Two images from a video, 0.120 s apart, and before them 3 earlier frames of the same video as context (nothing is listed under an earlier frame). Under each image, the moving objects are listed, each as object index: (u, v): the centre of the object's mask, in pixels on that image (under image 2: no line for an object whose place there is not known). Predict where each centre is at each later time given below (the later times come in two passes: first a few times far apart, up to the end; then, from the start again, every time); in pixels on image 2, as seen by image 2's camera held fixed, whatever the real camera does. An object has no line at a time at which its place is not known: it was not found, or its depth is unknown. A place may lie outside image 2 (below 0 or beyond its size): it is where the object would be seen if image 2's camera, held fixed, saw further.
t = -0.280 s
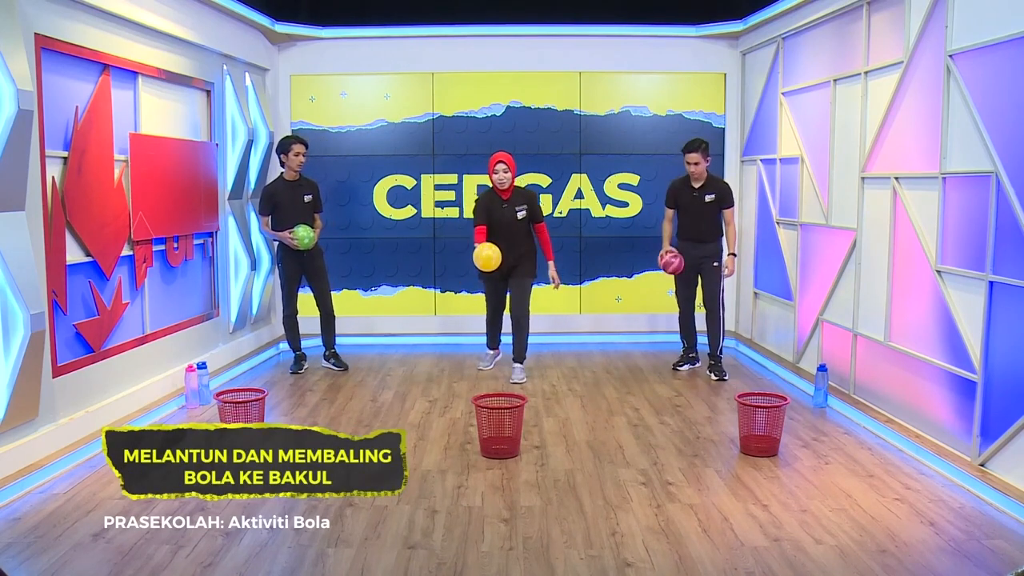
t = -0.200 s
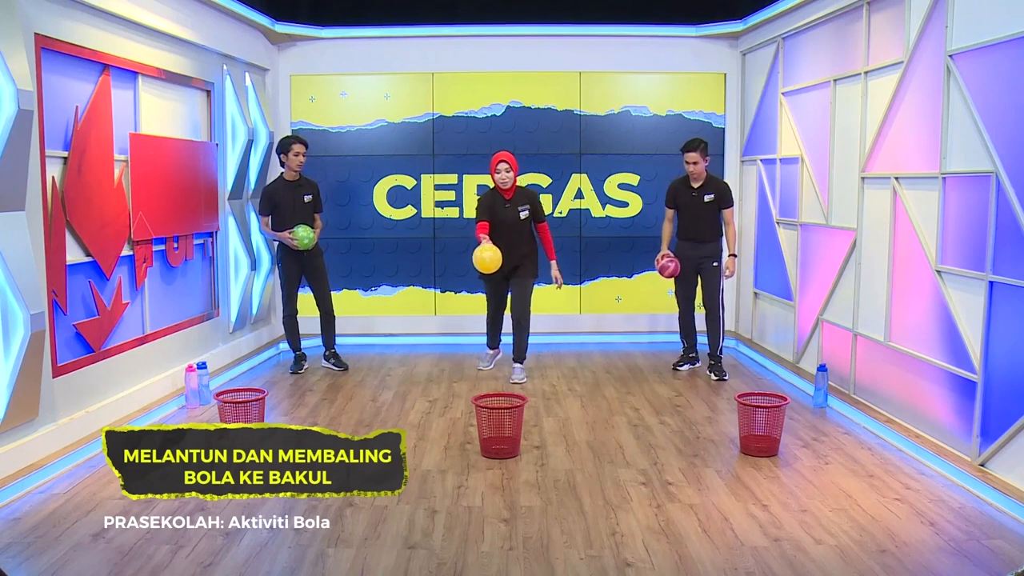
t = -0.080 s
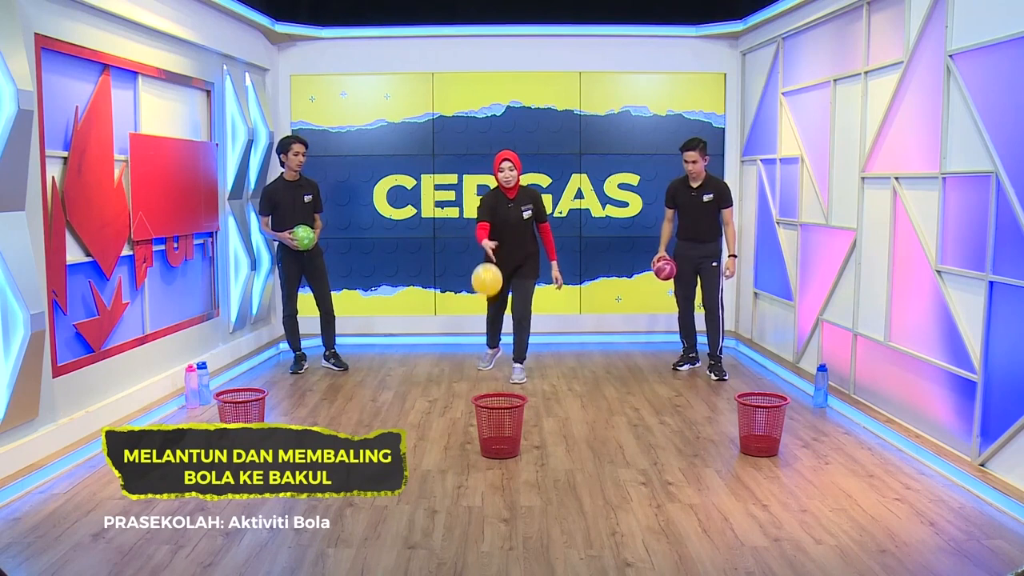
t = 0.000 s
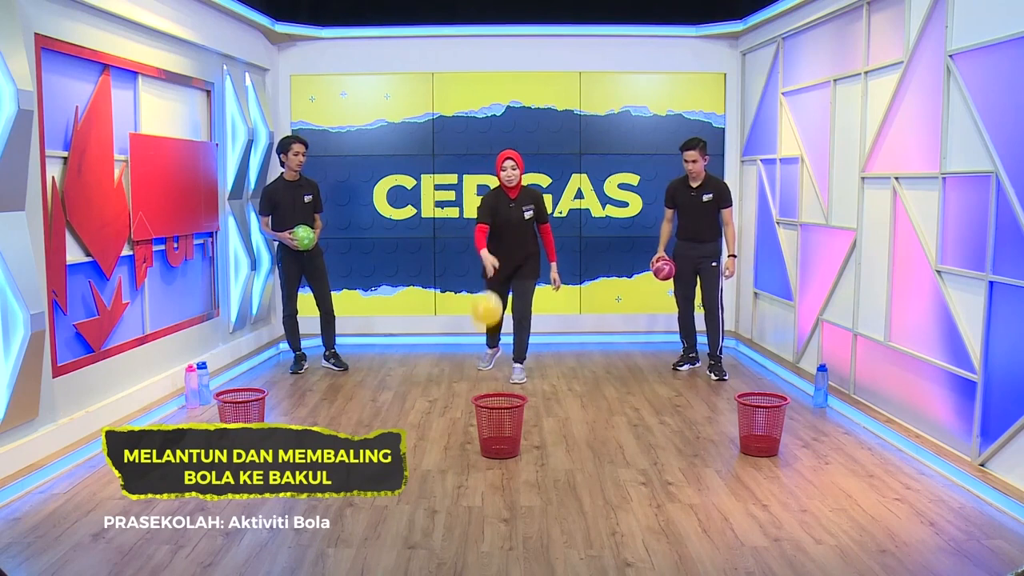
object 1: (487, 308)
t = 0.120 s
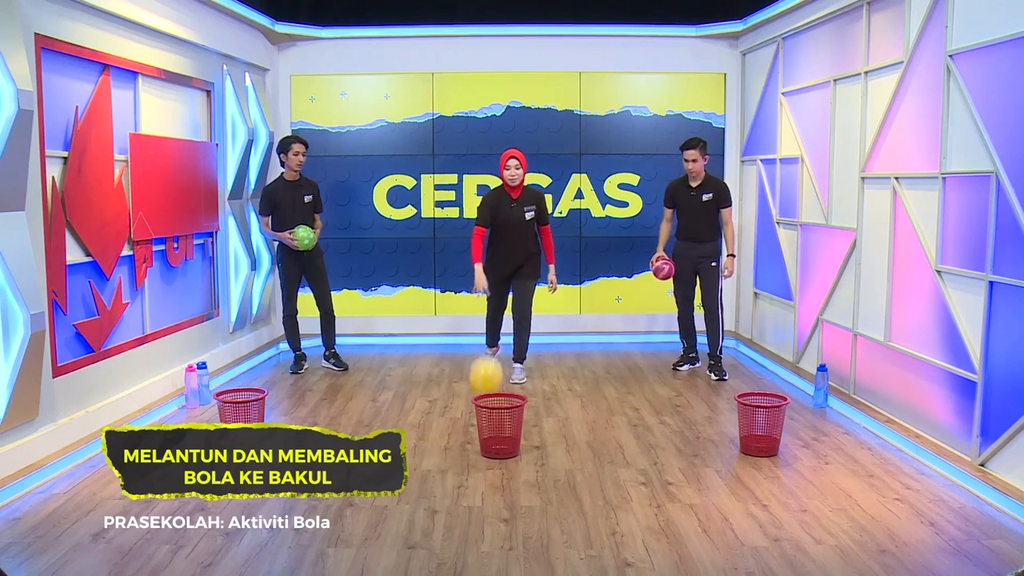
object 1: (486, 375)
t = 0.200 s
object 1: (470, 356)
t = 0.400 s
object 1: (431, 325)
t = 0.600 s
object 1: (398, 360)
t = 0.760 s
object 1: (378, 358)
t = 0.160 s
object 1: (480, 371)
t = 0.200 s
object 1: (470, 356)
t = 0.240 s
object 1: (462, 344)
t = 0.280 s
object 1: (453, 333)
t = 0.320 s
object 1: (446, 328)
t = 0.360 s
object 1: (438, 325)
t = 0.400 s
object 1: (431, 325)
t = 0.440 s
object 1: (424, 326)
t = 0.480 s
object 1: (417, 331)
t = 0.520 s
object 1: (410, 338)
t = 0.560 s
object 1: (404, 349)
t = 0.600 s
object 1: (398, 360)
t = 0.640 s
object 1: (394, 373)
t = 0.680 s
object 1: (389, 385)
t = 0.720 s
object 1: (383, 371)
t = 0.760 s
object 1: (378, 358)
